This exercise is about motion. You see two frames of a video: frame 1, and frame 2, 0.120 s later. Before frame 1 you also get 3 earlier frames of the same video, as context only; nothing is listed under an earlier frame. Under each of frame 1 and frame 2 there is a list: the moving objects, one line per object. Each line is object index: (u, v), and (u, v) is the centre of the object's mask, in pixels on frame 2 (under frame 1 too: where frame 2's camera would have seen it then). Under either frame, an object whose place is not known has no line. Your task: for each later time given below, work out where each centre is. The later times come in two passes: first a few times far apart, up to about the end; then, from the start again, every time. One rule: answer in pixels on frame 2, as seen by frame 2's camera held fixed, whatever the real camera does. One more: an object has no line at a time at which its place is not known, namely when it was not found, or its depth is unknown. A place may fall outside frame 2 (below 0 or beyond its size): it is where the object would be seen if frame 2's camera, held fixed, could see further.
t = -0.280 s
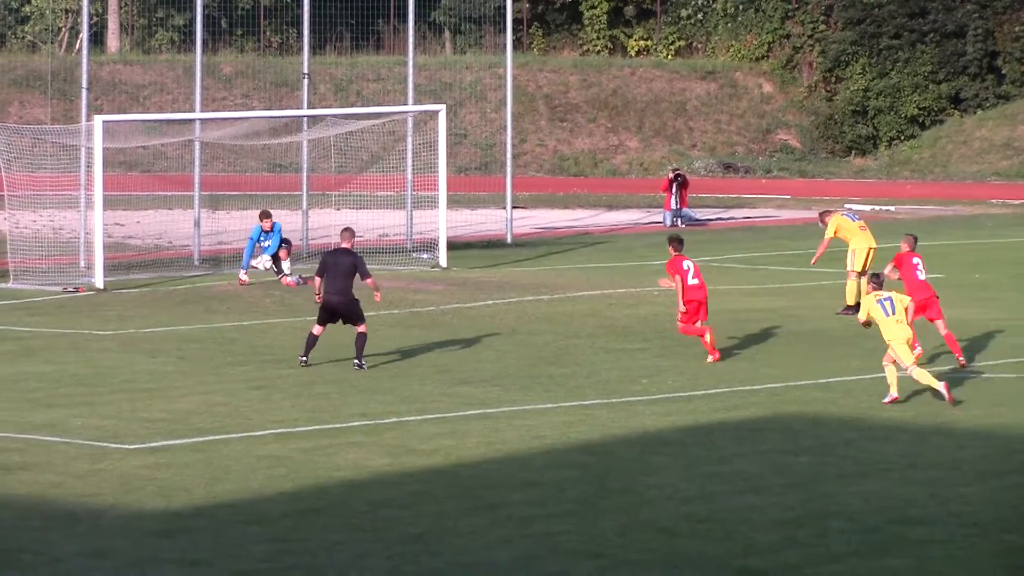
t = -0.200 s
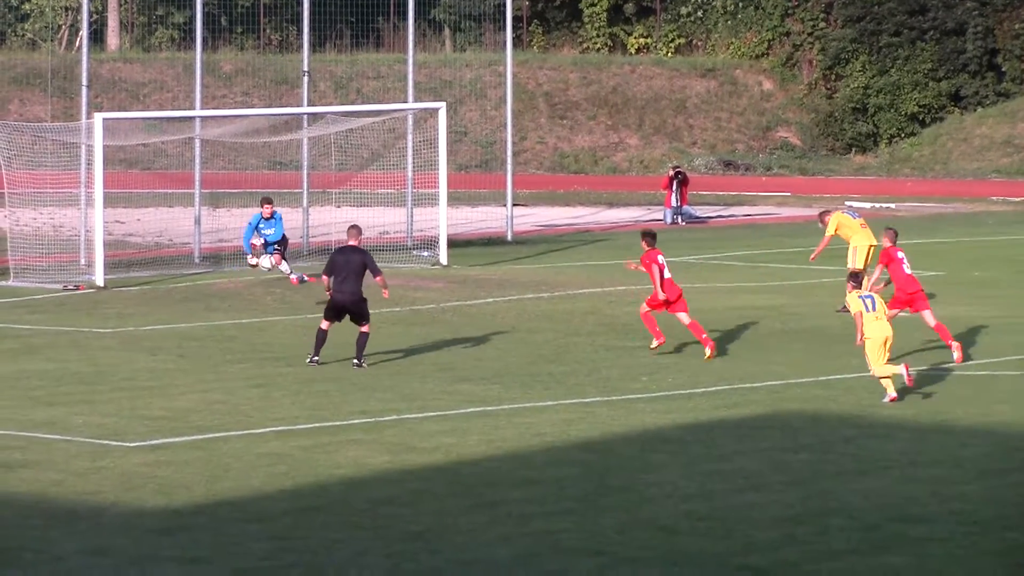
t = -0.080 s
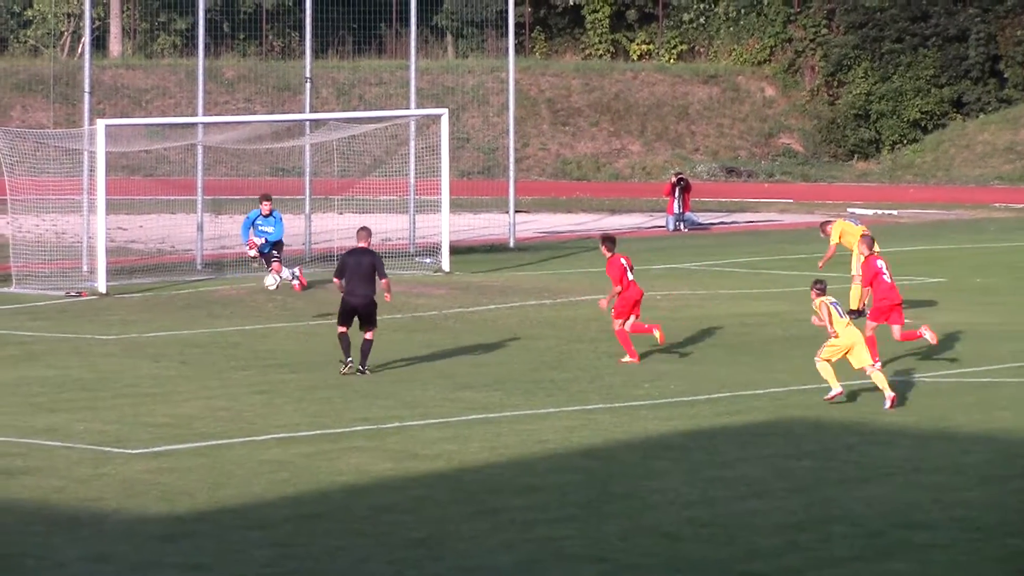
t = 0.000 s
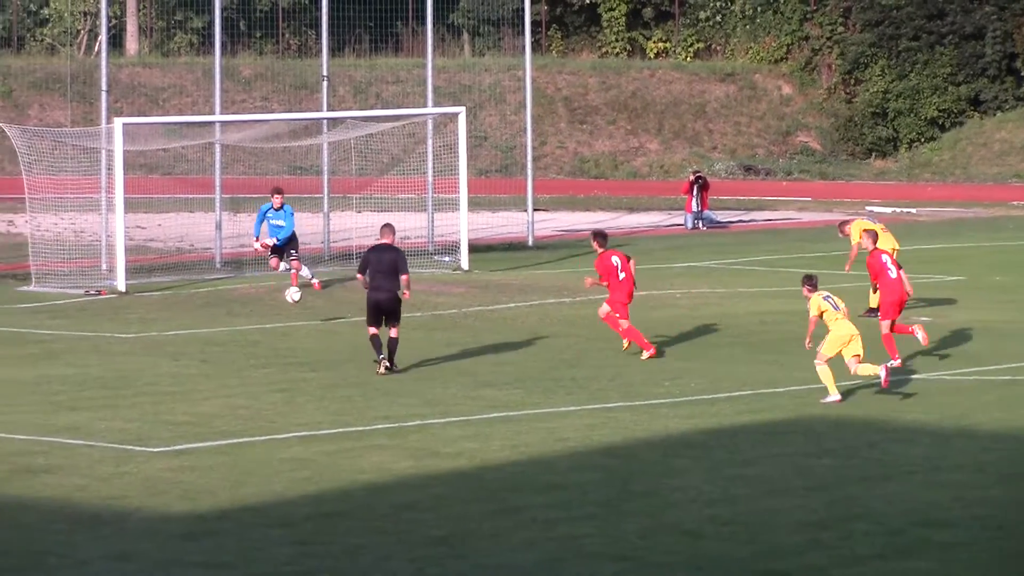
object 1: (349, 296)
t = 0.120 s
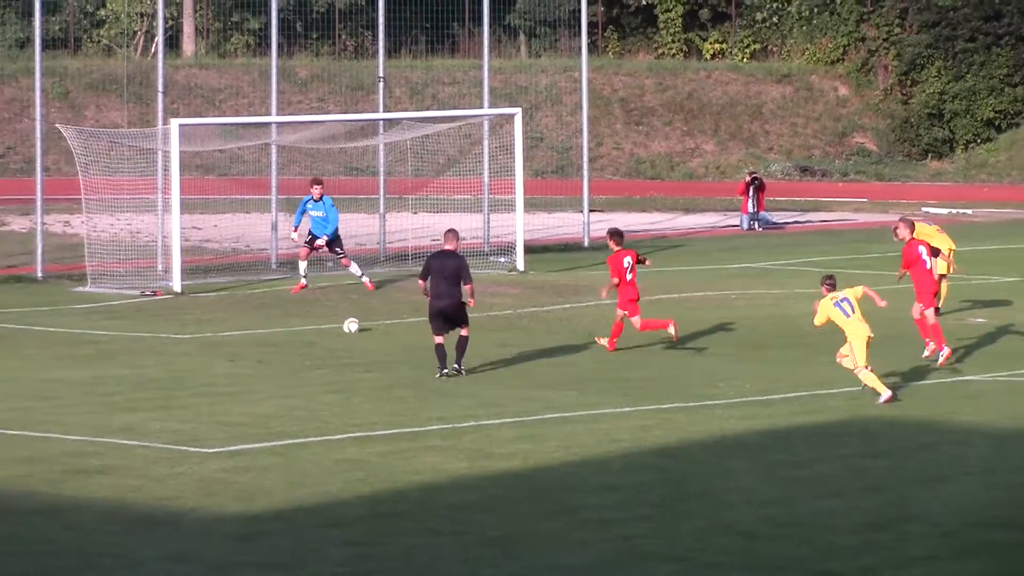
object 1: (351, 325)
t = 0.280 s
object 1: (355, 315)
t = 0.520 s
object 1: (359, 336)
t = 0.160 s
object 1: (352, 322)
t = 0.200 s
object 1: (353, 318)
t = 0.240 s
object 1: (354, 316)
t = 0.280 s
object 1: (355, 315)
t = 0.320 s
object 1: (356, 316)
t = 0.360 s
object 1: (356, 318)
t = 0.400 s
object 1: (356, 320)
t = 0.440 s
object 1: (357, 325)
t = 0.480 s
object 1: (358, 331)
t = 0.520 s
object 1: (359, 336)
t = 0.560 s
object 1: (359, 337)
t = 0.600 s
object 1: (360, 335)
